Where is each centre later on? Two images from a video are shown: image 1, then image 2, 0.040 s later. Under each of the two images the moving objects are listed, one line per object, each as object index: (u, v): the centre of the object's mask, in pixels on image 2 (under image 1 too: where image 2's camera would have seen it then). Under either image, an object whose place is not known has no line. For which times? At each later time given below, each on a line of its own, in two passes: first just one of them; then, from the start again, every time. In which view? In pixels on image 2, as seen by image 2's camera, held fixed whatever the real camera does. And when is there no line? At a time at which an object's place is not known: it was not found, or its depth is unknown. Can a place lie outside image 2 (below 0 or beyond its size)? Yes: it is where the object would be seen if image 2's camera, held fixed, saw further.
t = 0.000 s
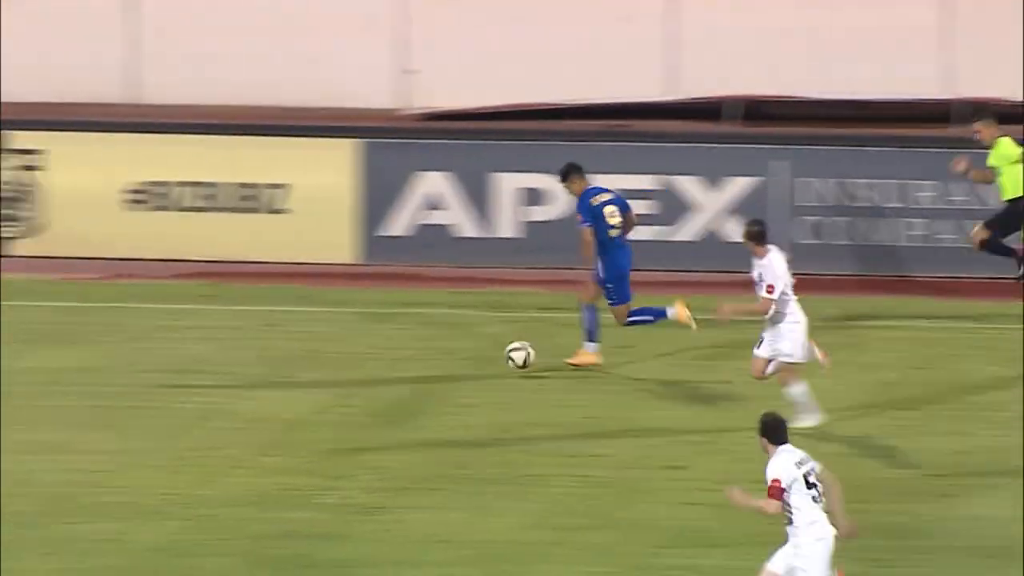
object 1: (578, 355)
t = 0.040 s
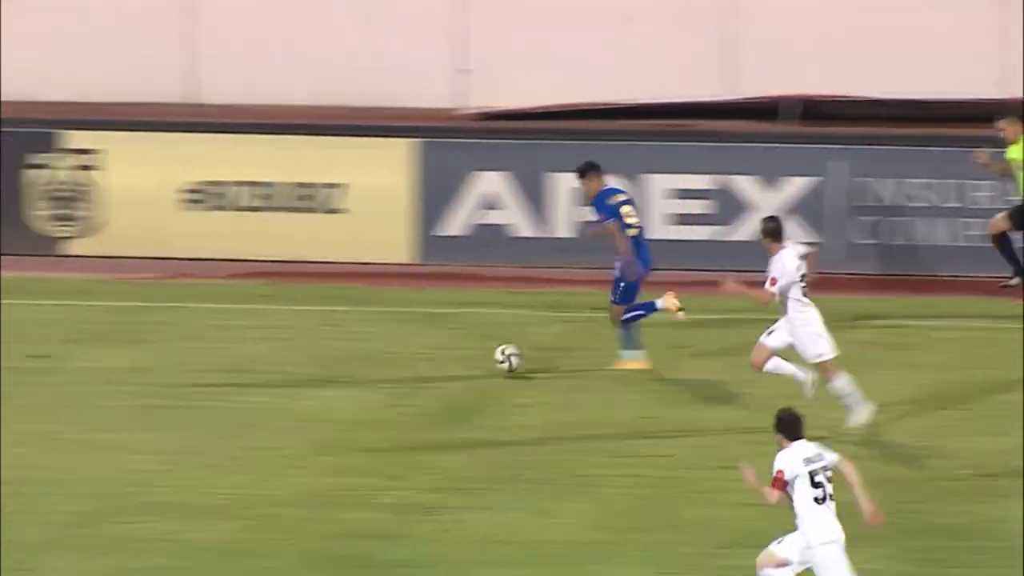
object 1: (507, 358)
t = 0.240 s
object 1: (201, 359)
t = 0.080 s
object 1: (441, 362)
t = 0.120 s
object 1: (376, 363)
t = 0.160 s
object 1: (318, 361)
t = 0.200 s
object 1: (258, 358)
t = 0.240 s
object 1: (201, 359)
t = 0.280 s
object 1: (142, 363)
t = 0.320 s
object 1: (82, 369)
